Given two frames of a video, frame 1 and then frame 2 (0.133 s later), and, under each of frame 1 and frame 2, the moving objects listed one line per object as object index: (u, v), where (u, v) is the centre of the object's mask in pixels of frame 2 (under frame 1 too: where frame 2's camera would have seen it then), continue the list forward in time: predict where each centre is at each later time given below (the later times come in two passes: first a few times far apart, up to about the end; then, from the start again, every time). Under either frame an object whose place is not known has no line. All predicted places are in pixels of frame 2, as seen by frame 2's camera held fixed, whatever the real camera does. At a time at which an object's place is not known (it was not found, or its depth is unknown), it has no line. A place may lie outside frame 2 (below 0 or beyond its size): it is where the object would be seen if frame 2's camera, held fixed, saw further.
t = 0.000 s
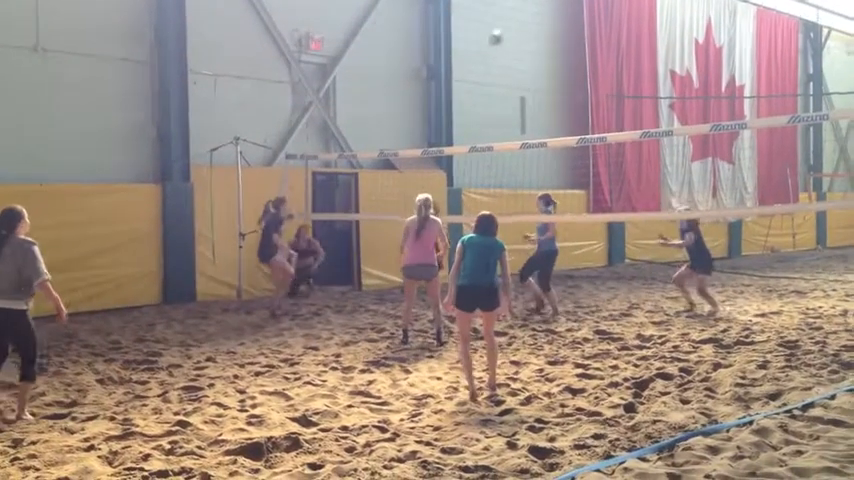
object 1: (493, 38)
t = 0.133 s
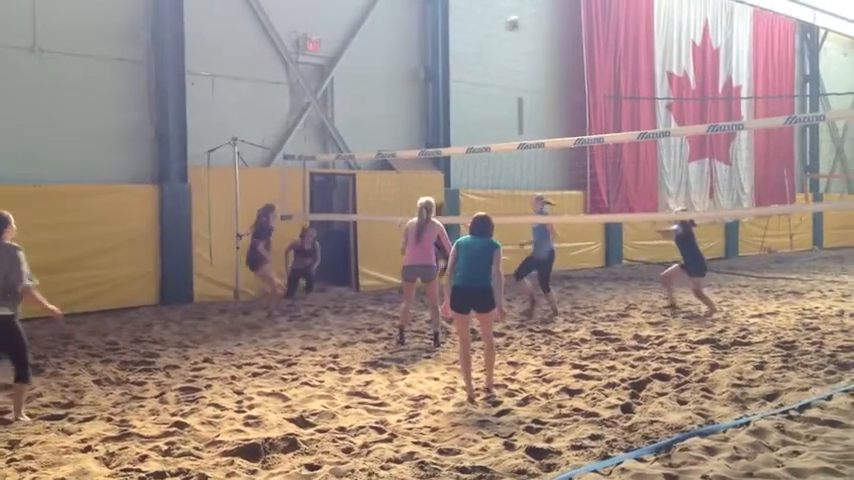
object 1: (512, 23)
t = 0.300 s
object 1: (537, 21)
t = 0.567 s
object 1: (579, 56)
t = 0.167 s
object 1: (518, 21)
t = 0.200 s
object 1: (522, 20)
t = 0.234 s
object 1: (526, 19)
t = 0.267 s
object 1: (531, 20)
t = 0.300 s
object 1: (537, 21)
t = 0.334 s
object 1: (540, 22)
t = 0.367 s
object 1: (548, 24)
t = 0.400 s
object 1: (553, 27)
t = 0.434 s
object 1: (557, 30)
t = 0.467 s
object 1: (562, 35)
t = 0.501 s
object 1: (569, 42)
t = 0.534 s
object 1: (574, 48)
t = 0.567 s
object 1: (579, 56)
